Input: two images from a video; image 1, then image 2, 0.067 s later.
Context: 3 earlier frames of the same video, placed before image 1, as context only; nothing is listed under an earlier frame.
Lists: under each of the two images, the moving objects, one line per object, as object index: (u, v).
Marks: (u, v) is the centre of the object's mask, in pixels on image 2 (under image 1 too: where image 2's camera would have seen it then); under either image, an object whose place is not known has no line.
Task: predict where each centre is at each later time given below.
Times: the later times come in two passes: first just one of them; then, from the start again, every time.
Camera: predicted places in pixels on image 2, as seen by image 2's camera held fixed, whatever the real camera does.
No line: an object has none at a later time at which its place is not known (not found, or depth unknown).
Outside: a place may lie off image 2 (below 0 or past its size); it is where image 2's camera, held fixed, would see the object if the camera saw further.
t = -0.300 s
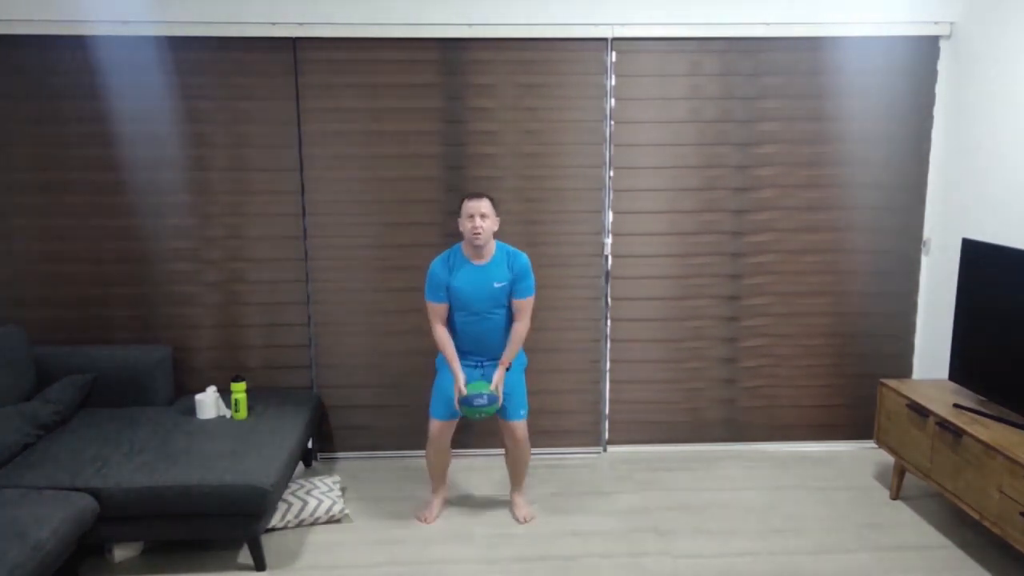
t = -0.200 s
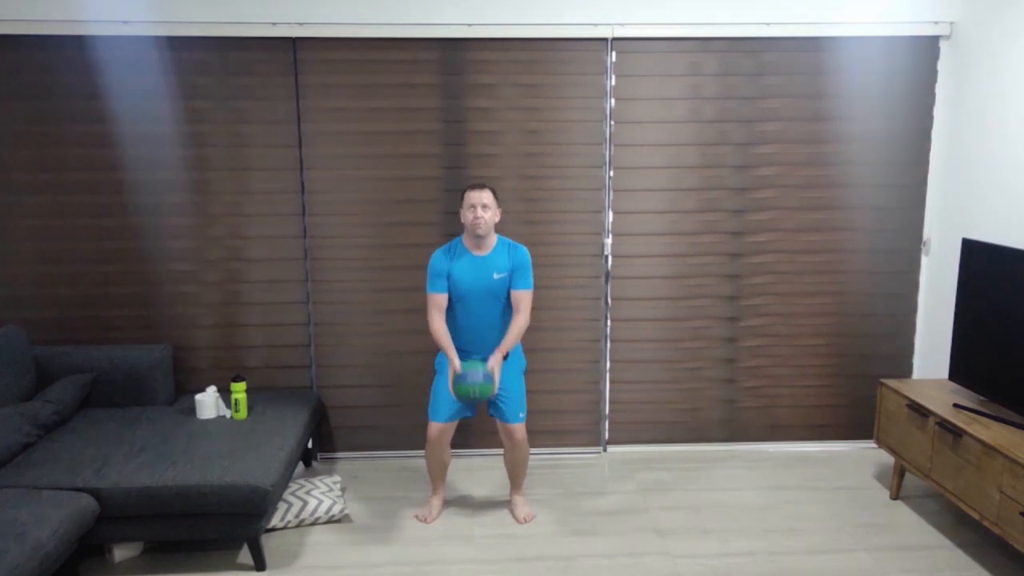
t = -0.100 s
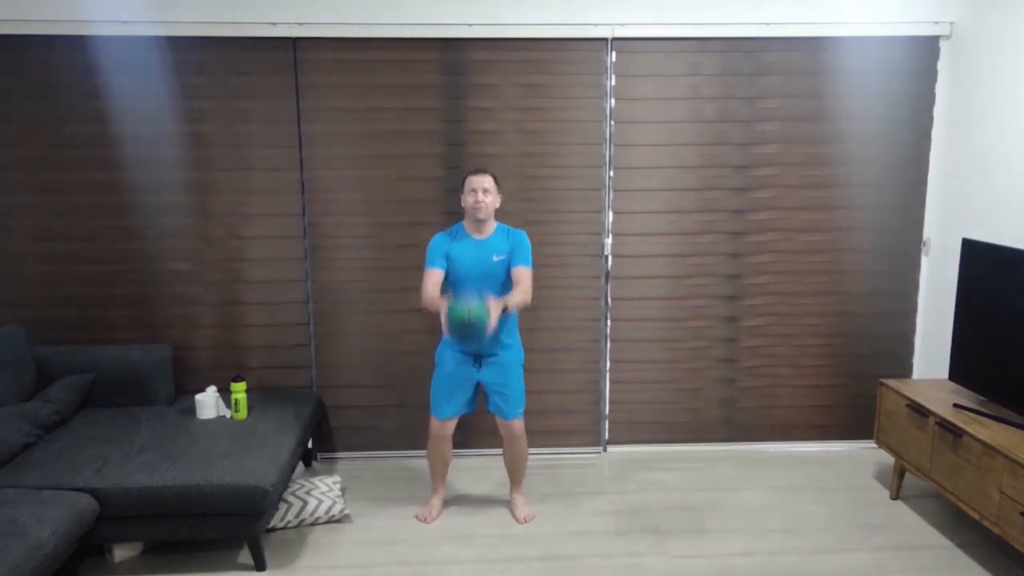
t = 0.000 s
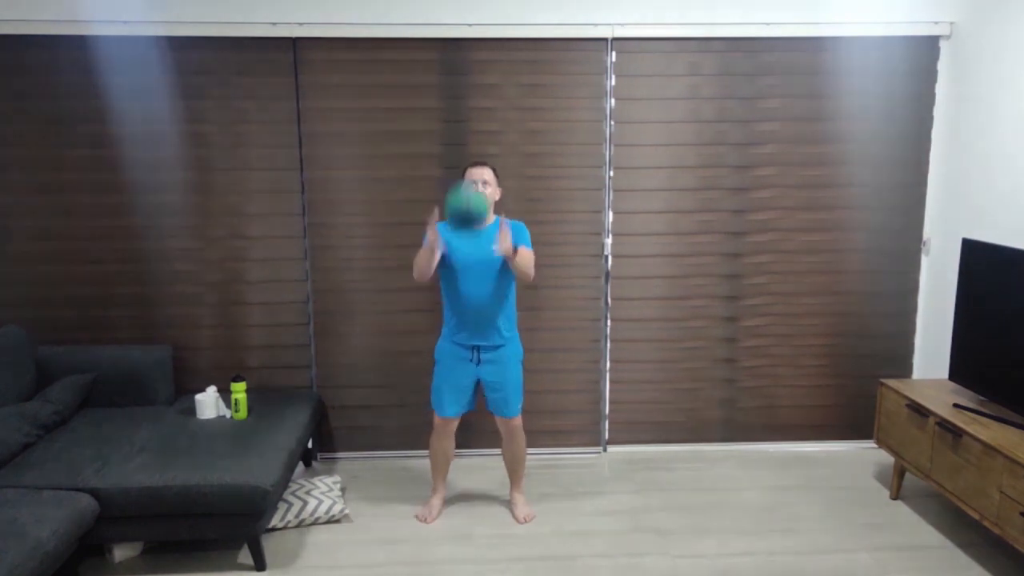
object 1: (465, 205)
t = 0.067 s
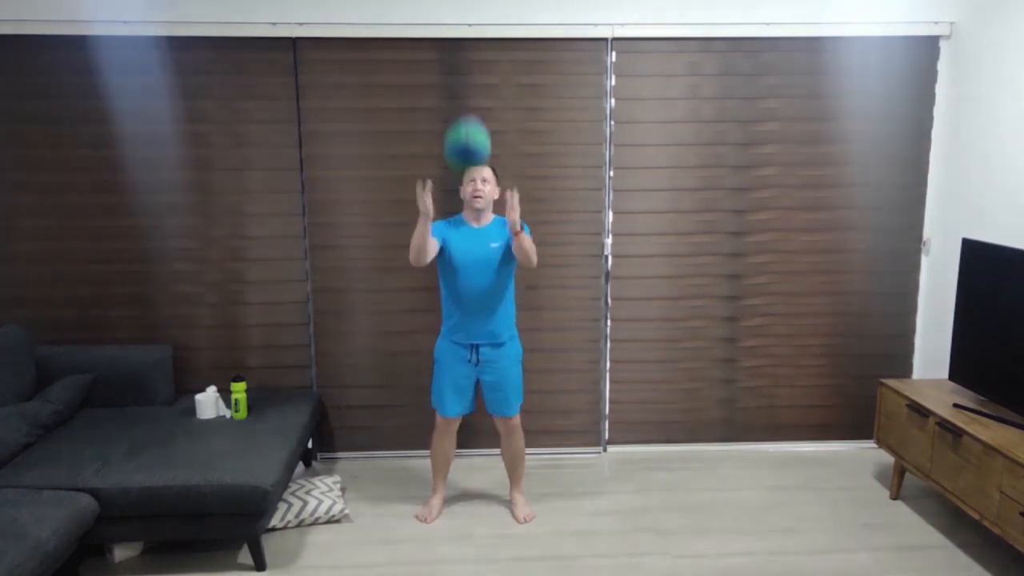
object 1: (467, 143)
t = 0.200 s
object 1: (469, 53)
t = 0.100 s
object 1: (468, 117)
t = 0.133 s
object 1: (468, 92)
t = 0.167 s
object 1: (468, 70)
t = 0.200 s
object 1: (469, 53)
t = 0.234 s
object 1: (469, 37)
